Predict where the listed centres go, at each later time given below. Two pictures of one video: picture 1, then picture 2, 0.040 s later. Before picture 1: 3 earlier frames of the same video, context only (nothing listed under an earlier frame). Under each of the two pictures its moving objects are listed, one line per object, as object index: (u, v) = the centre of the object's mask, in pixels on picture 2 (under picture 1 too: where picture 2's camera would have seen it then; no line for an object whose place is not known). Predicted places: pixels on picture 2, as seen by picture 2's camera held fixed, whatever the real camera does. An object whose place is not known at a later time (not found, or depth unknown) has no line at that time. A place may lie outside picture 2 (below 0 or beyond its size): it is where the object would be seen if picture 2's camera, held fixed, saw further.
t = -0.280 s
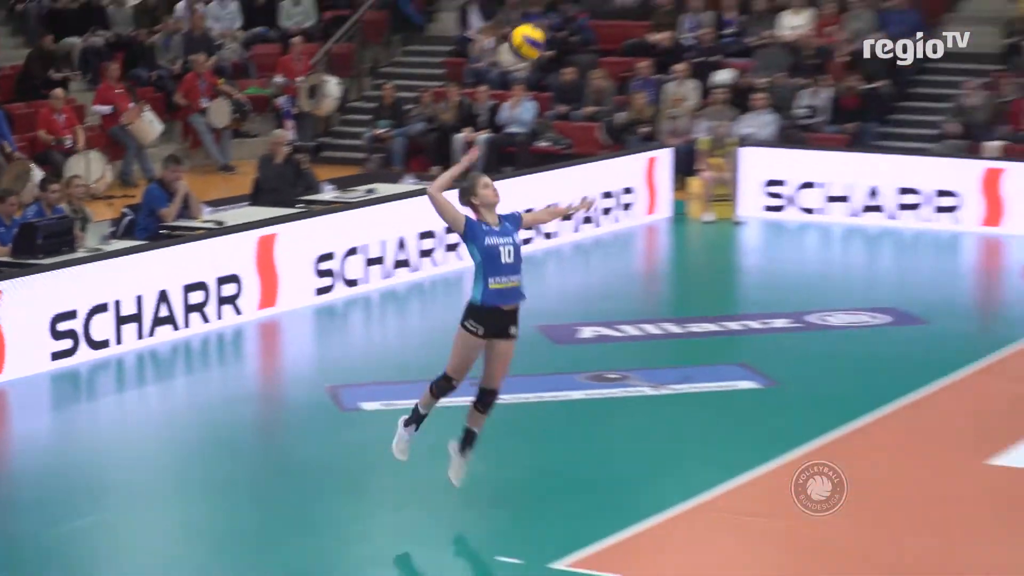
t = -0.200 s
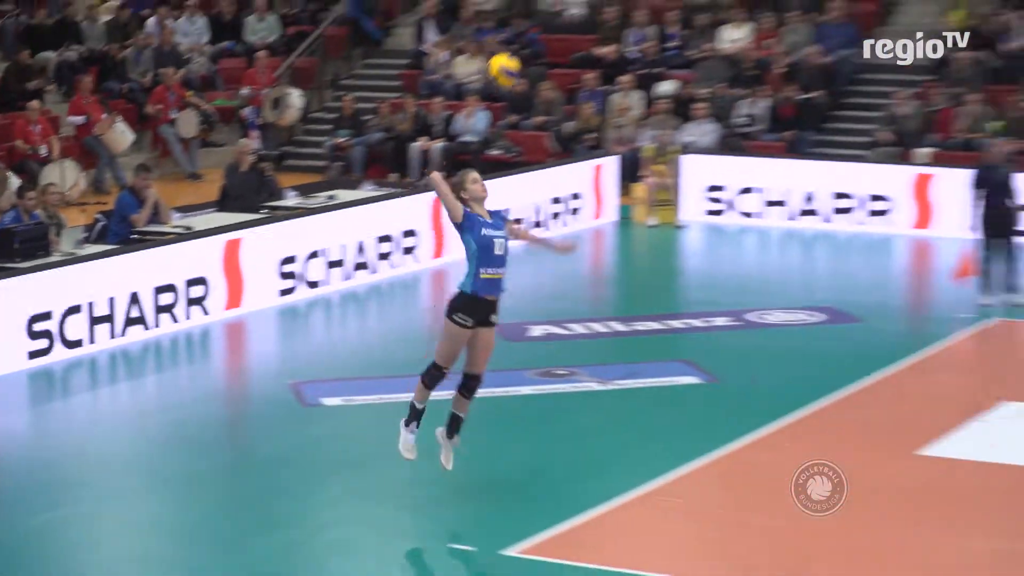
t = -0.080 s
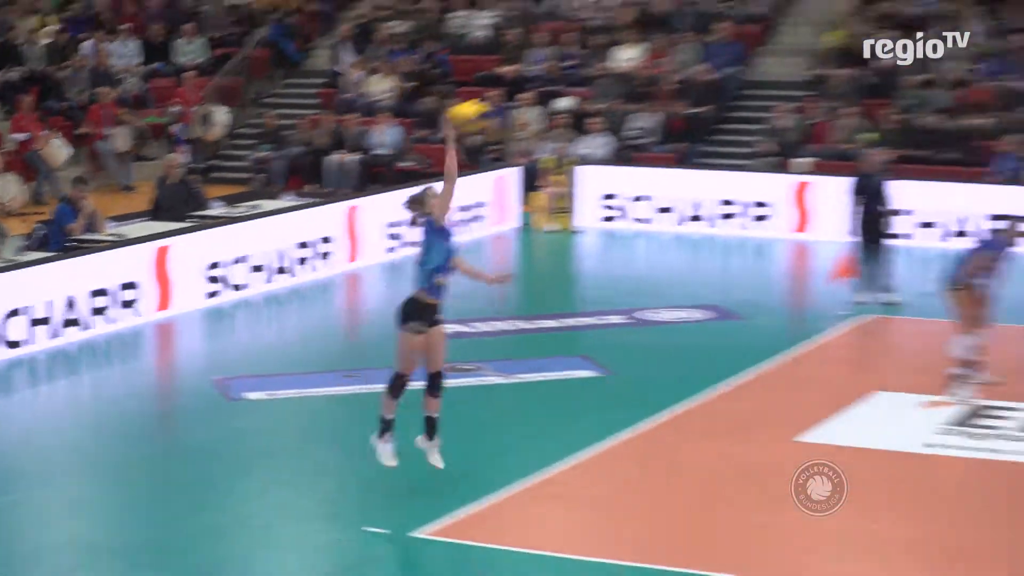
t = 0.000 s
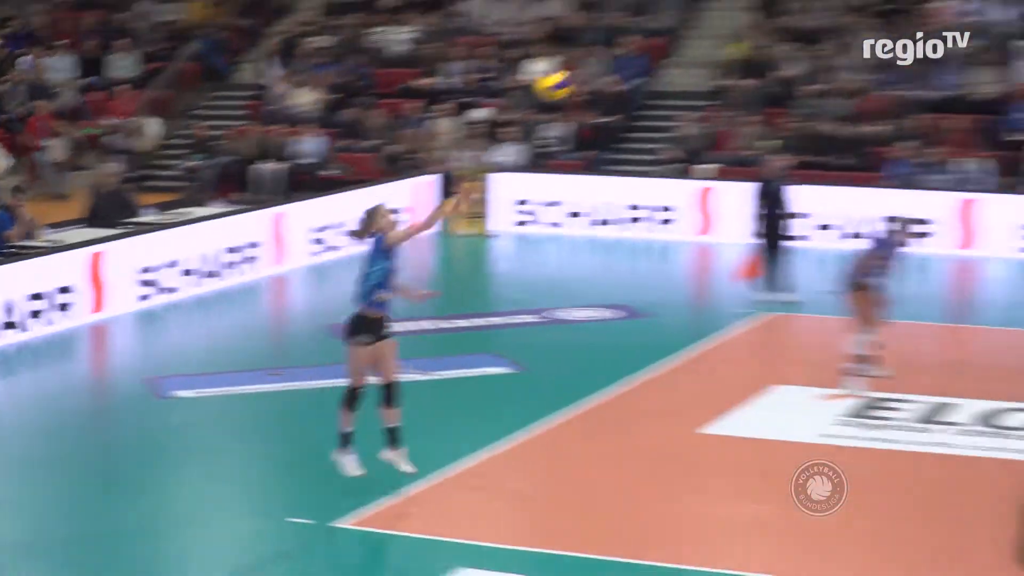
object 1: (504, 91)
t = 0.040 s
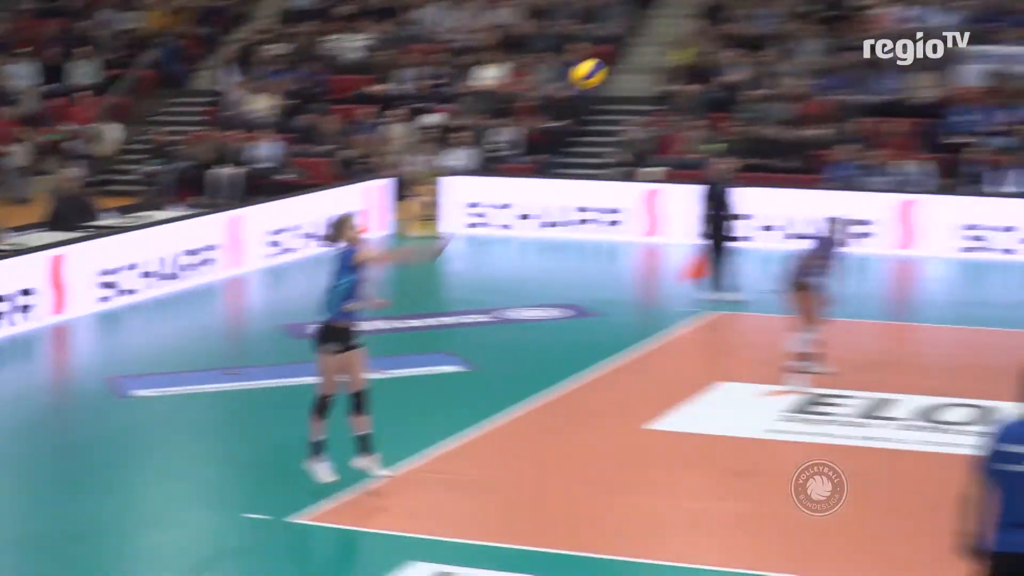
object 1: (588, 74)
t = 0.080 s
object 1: (671, 60)
